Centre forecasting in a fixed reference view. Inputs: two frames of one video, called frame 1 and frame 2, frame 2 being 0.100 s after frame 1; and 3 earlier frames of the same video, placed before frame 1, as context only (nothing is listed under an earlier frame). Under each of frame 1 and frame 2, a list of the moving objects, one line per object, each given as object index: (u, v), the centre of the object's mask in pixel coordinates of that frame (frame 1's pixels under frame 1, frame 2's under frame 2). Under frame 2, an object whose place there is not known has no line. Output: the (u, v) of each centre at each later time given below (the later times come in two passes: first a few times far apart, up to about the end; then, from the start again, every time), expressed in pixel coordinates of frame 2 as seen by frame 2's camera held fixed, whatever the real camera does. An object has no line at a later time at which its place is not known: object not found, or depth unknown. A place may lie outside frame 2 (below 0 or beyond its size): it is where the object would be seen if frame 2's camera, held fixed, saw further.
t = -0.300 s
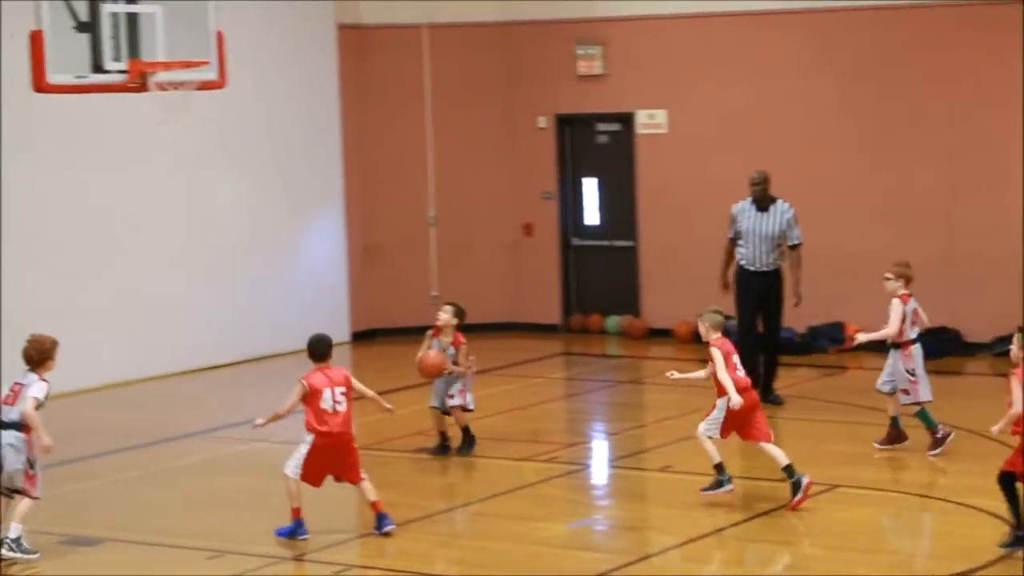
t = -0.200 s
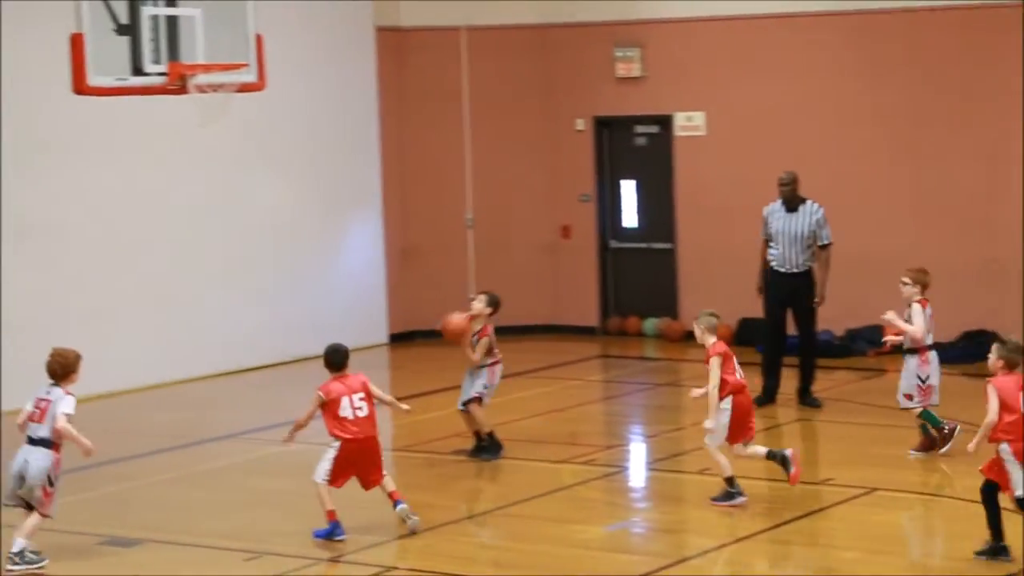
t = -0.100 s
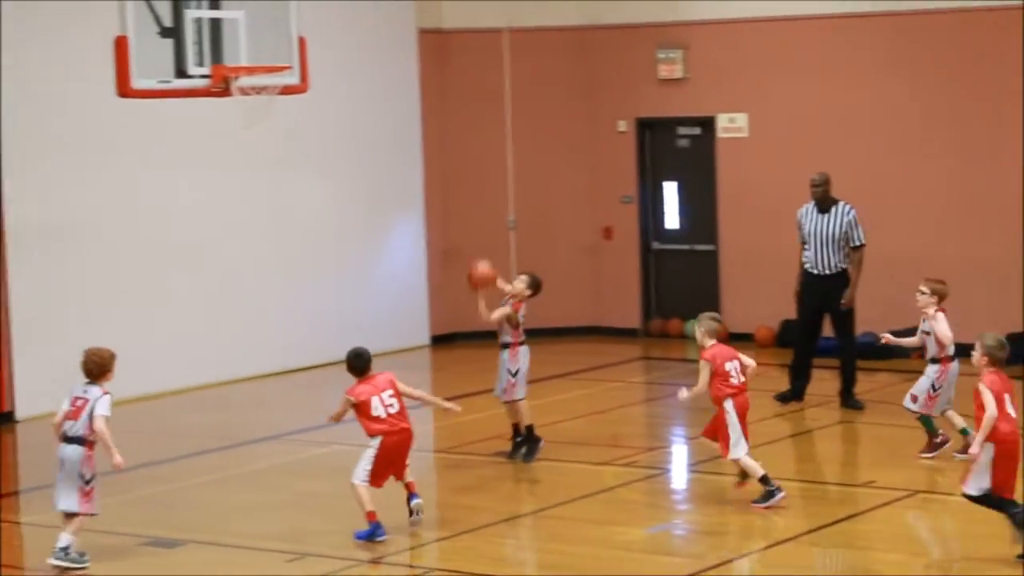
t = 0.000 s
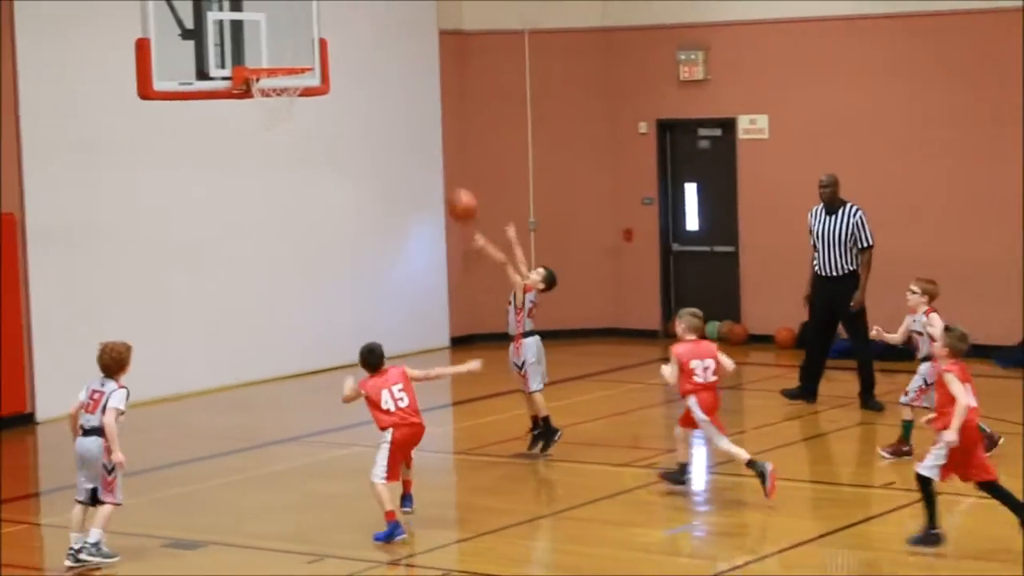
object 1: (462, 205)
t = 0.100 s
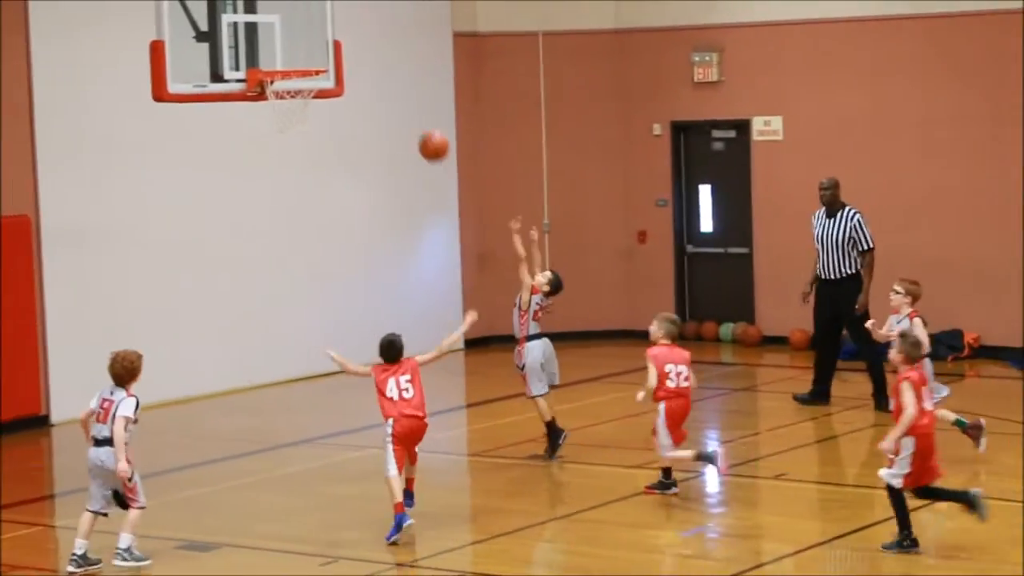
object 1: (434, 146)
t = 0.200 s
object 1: (392, 96)
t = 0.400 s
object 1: (310, 35)
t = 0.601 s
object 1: (298, 32)
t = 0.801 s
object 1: (297, 55)
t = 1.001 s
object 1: (290, 60)
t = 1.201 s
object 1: (300, 97)
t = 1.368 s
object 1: (301, 156)
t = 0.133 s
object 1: (420, 128)
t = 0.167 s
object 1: (407, 111)
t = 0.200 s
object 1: (392, 96)
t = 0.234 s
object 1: (379, 82)
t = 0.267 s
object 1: (365, 70)
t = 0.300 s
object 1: (353, 58)
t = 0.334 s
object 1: (338, 49)
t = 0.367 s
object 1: (323, 41)
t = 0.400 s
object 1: (310, 35)
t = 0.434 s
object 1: (297, 29)
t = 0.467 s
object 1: (290, 27)
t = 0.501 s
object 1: (292, 26)
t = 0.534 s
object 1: (294, 27)
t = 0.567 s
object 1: (295, 29)
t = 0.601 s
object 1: (298, 32)
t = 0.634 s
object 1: (300, 38)
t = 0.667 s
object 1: (302, 45)
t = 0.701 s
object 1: (304, 53)
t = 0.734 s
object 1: (304, 57)
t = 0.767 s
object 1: (301, 55)
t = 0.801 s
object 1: (297, 55)
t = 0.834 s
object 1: (294, 55)
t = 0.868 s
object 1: (290, 57)
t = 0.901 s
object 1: (286, 59)
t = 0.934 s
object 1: (285, 60)
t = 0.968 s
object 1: (288, 60)
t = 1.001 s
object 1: (290, 60)
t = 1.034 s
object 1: (293, 61)
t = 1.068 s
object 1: (295, 70)
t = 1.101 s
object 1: (298, 76)
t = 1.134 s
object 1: (299, 83)
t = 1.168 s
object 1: (300, 88)
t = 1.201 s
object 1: (300, 97)
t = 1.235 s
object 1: (301, 107)
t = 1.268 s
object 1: (301, 117)
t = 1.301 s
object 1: (301, 129)
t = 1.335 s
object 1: (301, 142)
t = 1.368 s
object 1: (301, 156)
